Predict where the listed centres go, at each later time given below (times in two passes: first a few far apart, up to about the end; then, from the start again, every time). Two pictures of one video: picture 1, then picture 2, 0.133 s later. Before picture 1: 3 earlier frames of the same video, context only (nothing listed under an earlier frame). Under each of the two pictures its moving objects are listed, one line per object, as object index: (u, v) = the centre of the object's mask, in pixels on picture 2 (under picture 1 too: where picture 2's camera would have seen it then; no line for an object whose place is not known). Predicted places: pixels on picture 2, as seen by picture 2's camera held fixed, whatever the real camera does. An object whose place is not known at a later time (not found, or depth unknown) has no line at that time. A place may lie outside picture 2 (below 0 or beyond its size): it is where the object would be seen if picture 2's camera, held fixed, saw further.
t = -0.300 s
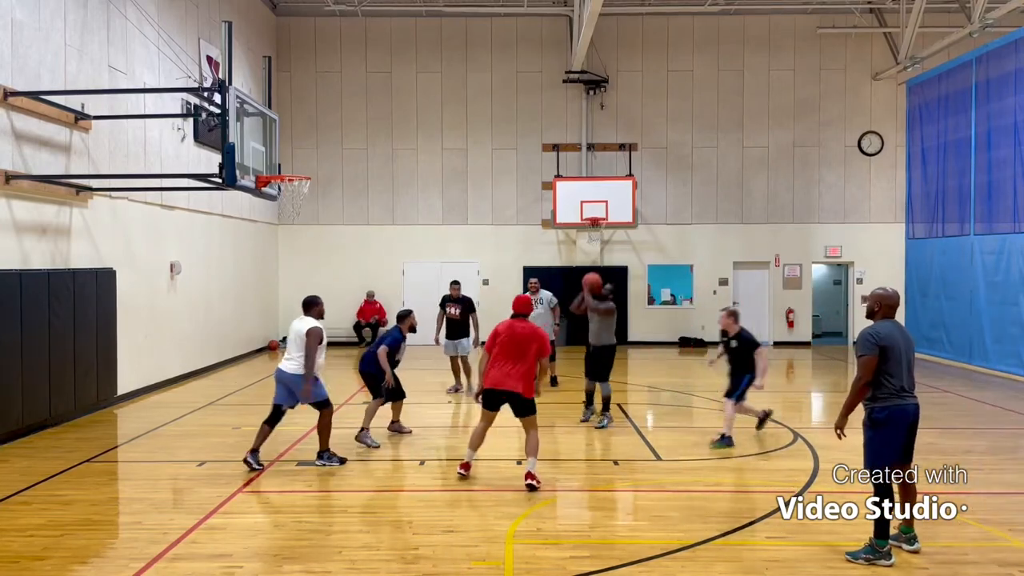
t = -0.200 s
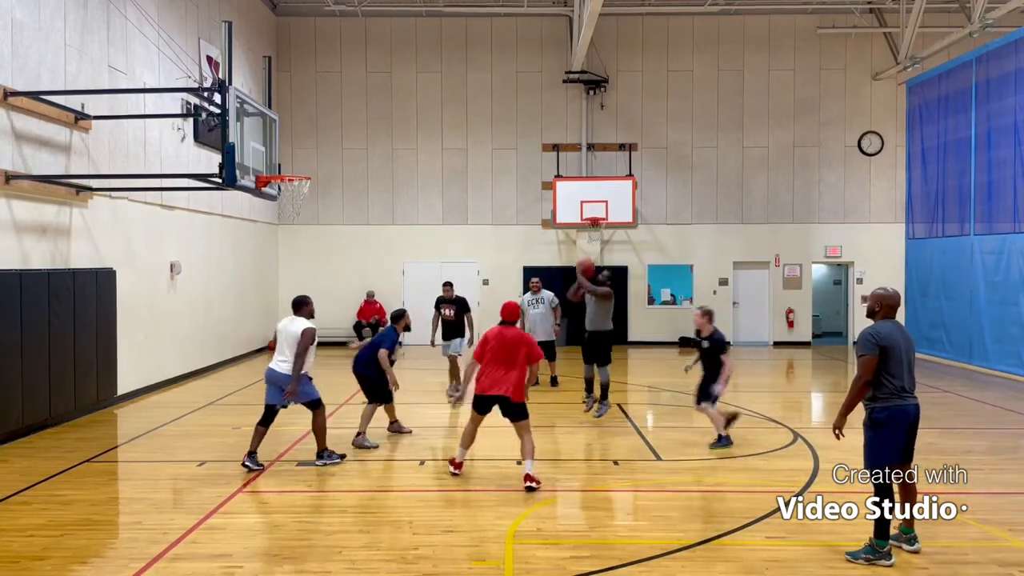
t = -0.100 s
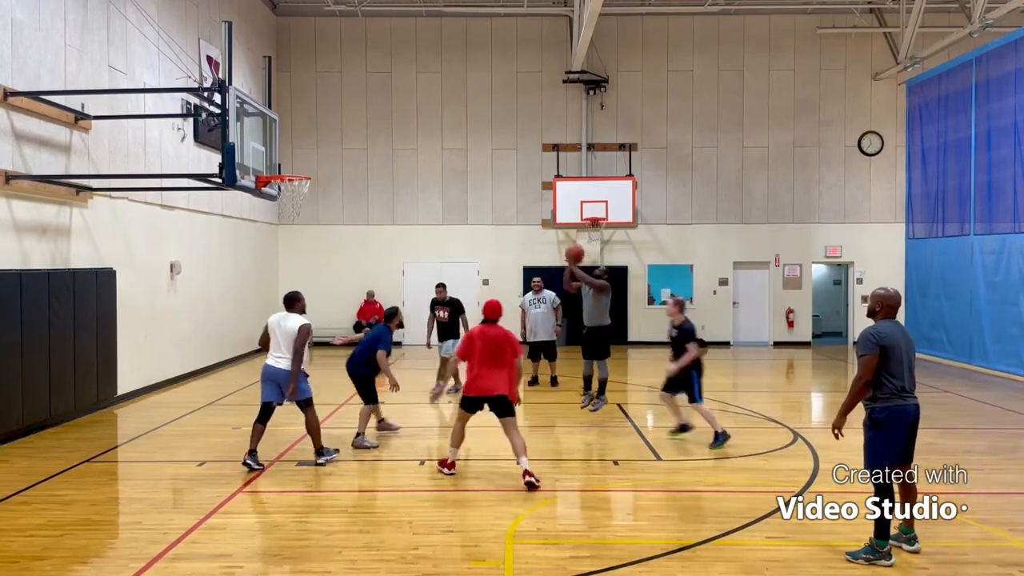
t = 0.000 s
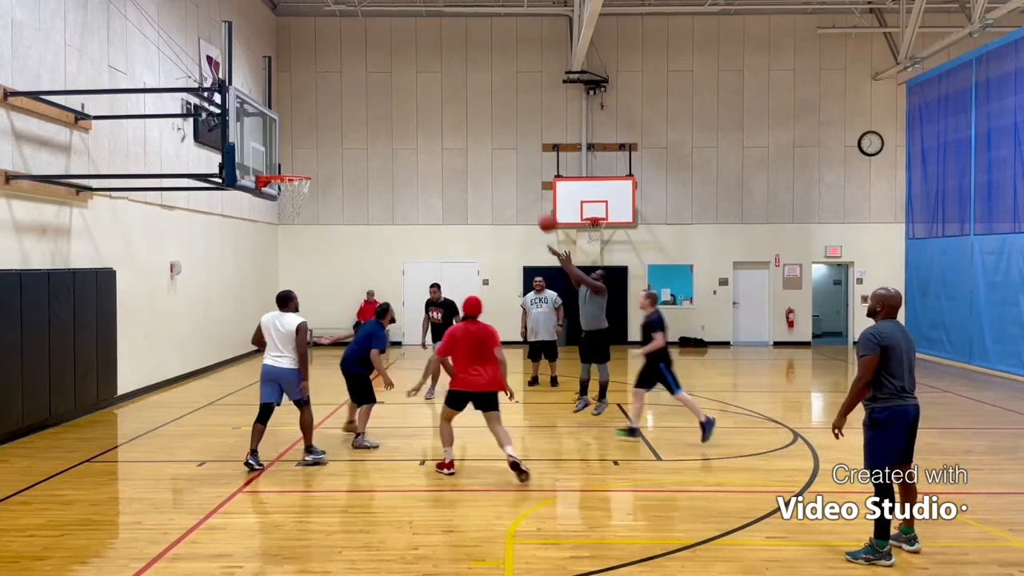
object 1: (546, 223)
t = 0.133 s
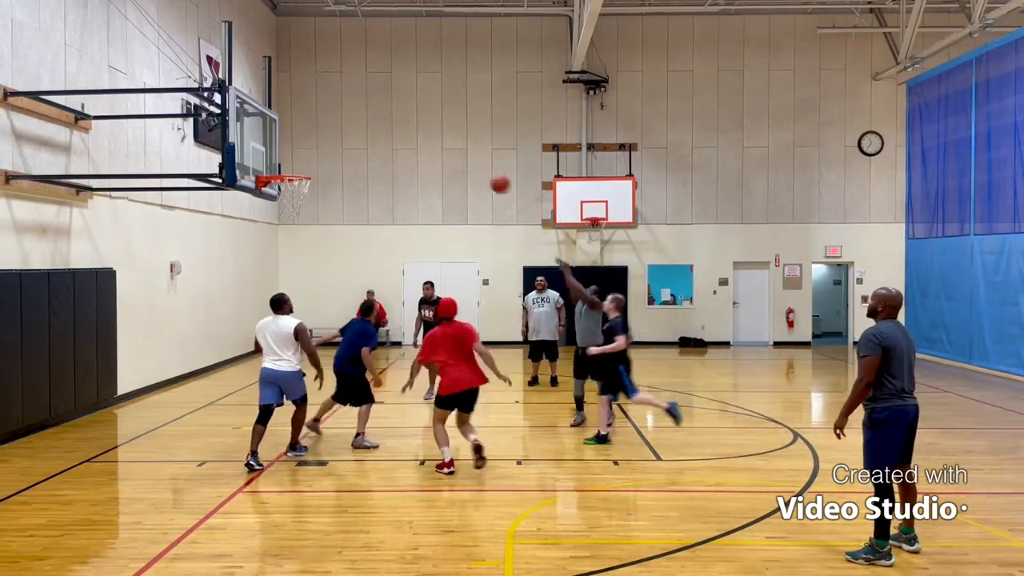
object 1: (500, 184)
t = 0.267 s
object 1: (453, 158)
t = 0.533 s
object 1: (357, 149)
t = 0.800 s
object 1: (280, 198)
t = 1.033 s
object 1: (281, 275)
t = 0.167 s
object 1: (488, 176)
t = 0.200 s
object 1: (476, 170)
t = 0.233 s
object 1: (464, 163)
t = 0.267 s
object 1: (453, 158)
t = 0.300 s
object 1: (441, 154)
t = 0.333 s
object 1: (428, 151)
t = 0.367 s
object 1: (417, 149)
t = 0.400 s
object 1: (404, 147)
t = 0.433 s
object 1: (393, 146)
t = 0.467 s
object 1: (381, 146)
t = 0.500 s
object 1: (368, 148)
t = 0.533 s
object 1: (357, 149)
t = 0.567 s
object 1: (345, 153)
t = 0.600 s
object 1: (333, 156)
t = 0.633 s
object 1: (321, 161)
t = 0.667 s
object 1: (309, 166)
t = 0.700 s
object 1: (298, 169)
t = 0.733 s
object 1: (288, 183)
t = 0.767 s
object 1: (280, 187)
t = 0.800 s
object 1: (280, 198)
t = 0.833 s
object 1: (279, 206)
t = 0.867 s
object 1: (280, 215)
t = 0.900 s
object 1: (280, 225)
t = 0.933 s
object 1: (280, 236)
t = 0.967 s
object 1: (280, 248)
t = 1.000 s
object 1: (281, 261)
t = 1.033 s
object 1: (281, 275)
